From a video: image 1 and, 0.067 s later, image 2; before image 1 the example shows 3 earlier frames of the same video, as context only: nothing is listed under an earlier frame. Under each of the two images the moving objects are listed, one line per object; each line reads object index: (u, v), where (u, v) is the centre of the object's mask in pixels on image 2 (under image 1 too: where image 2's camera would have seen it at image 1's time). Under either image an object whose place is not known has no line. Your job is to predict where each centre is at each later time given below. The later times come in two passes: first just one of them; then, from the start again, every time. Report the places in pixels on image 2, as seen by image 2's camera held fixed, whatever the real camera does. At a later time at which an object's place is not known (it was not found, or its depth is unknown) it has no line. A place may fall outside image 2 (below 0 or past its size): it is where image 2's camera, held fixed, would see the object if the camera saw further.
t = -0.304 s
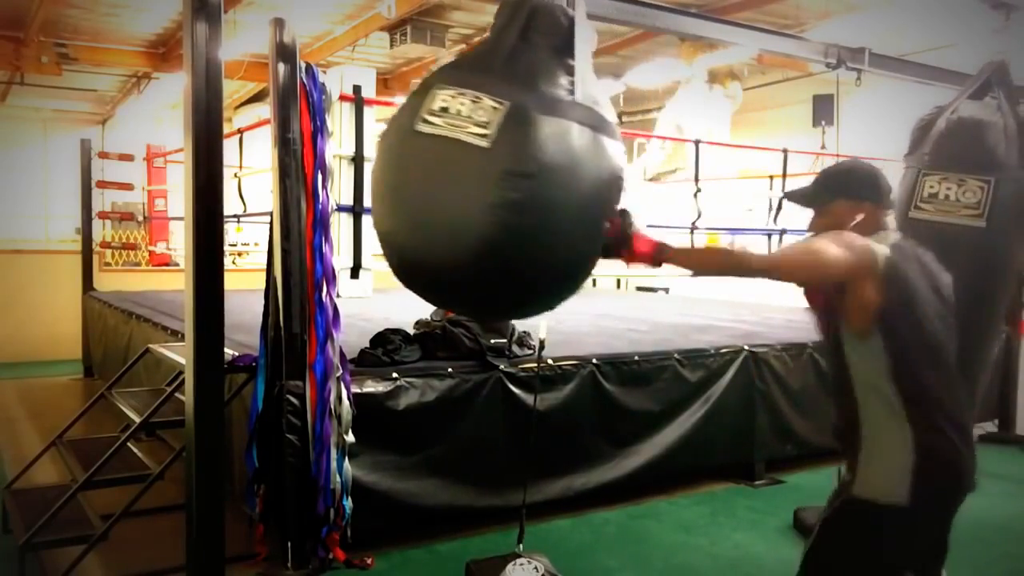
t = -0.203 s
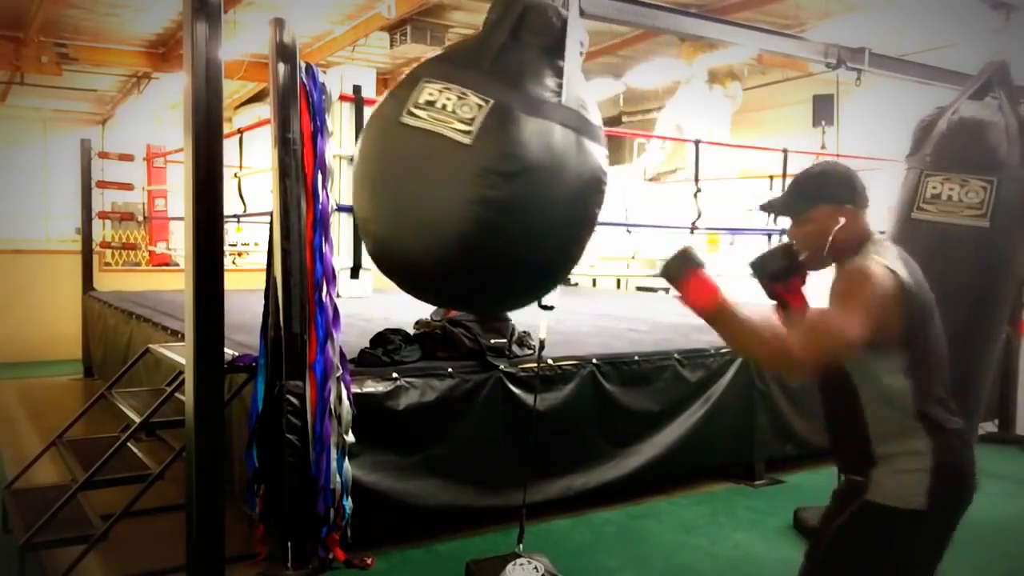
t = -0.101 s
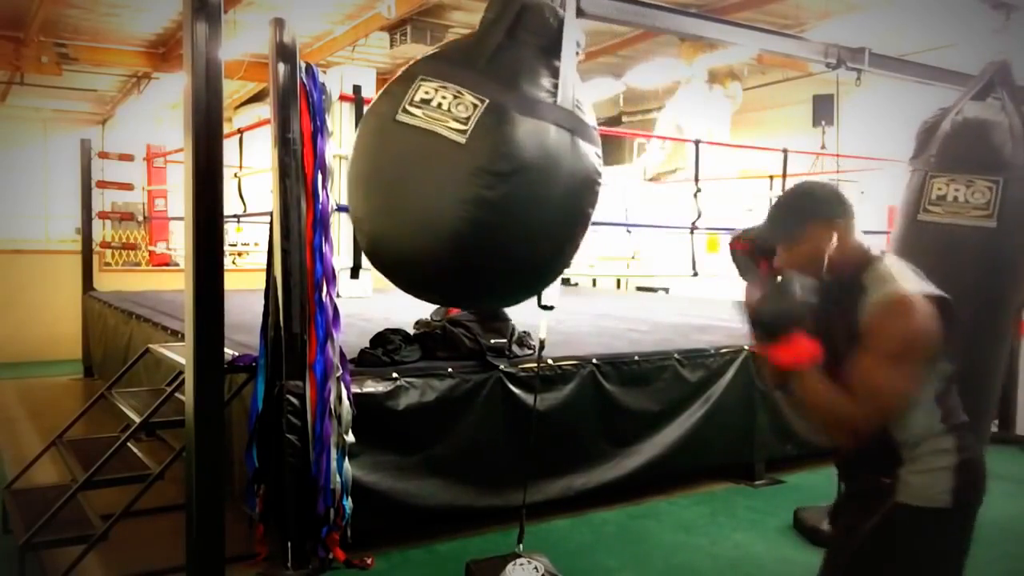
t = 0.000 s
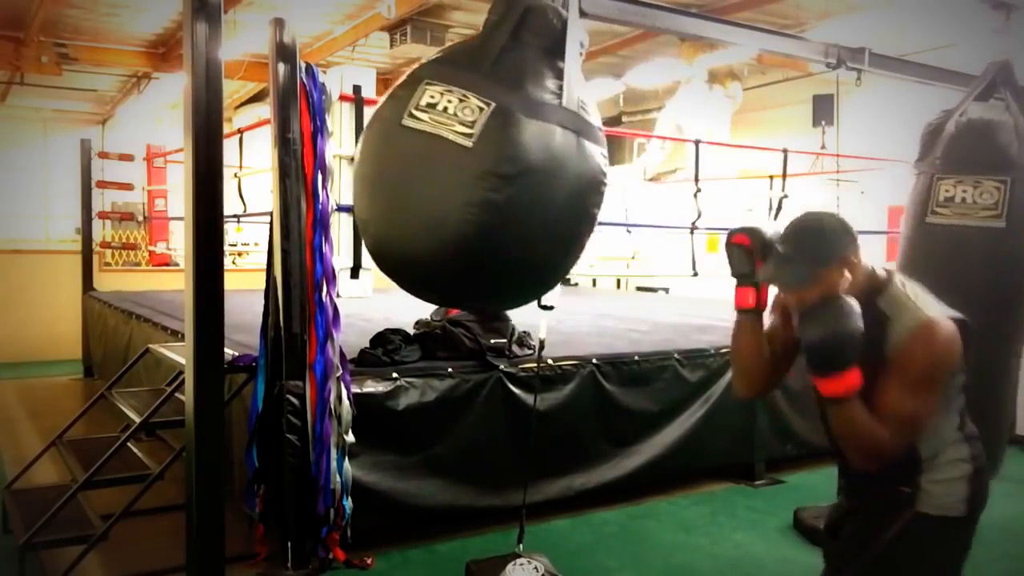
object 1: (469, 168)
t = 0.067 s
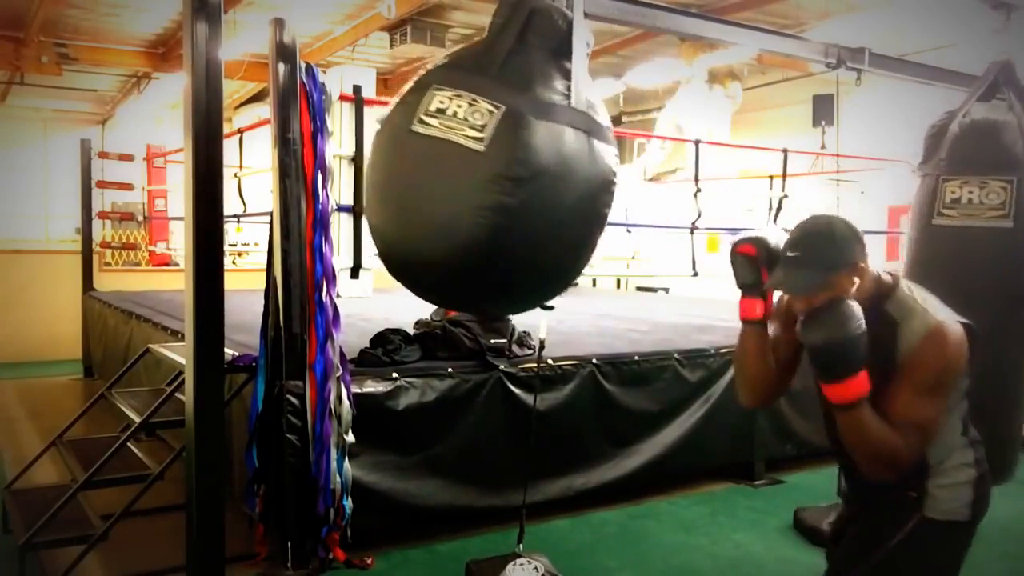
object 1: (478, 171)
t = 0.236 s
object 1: (520, 182)
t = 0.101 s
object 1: (481, 172)
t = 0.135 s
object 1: (492, 176)
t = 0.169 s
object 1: (499, 178)
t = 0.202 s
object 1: (509, 180)
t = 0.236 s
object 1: (520, 182)
